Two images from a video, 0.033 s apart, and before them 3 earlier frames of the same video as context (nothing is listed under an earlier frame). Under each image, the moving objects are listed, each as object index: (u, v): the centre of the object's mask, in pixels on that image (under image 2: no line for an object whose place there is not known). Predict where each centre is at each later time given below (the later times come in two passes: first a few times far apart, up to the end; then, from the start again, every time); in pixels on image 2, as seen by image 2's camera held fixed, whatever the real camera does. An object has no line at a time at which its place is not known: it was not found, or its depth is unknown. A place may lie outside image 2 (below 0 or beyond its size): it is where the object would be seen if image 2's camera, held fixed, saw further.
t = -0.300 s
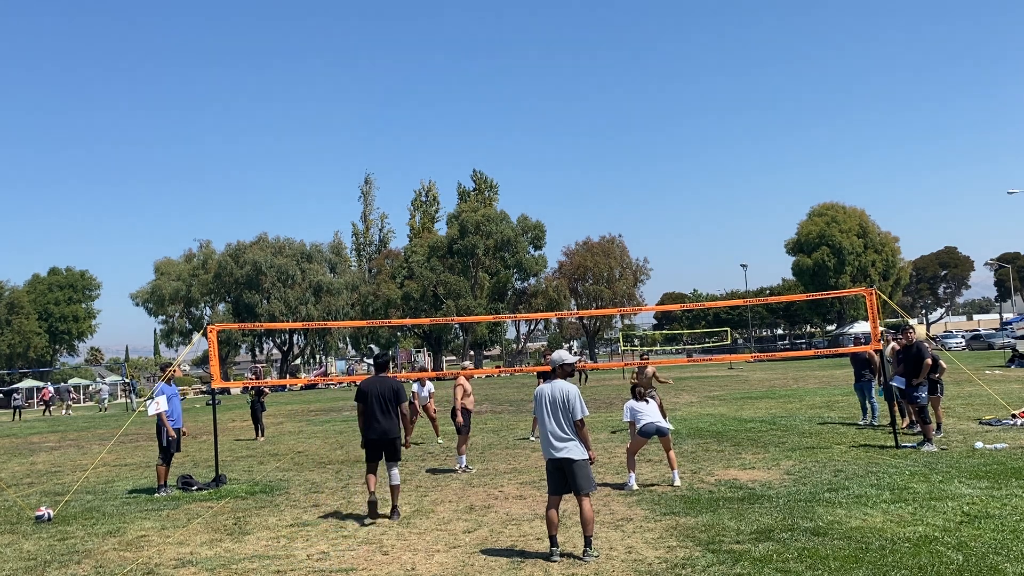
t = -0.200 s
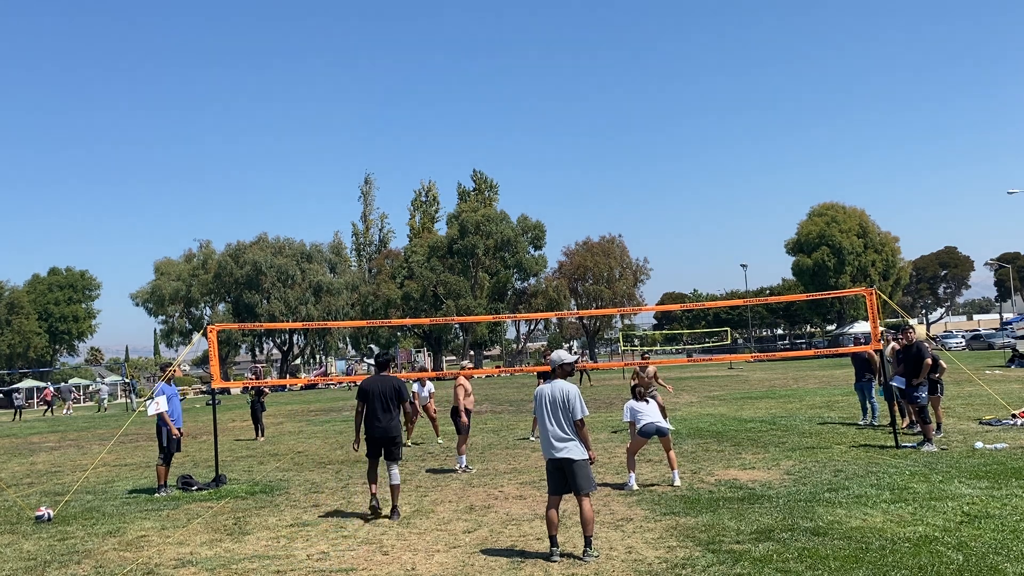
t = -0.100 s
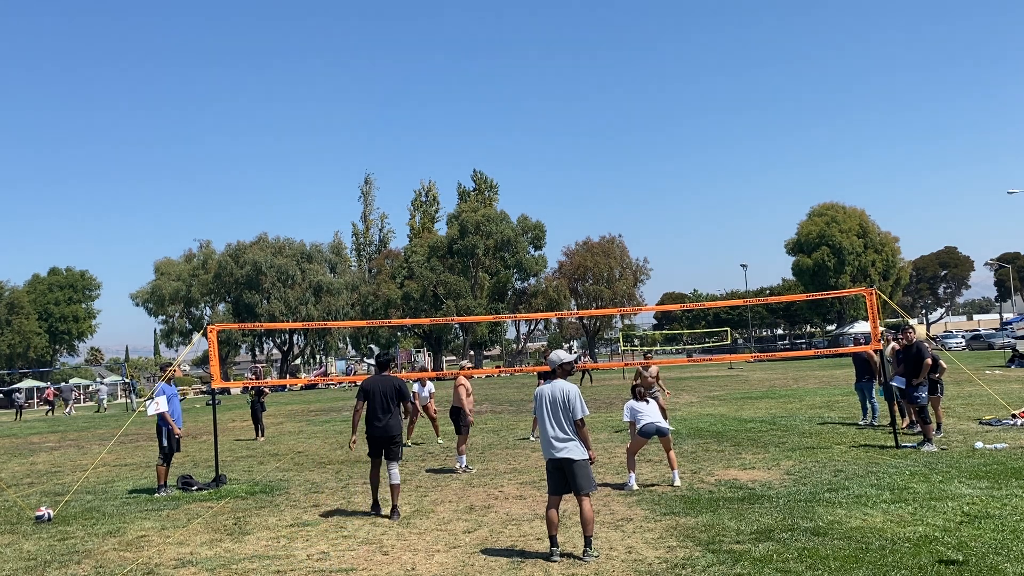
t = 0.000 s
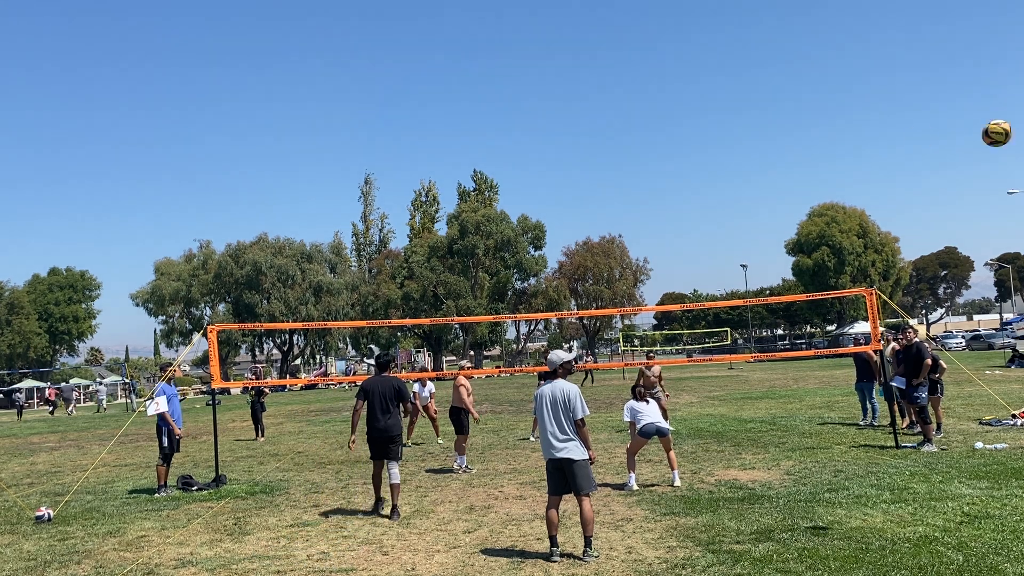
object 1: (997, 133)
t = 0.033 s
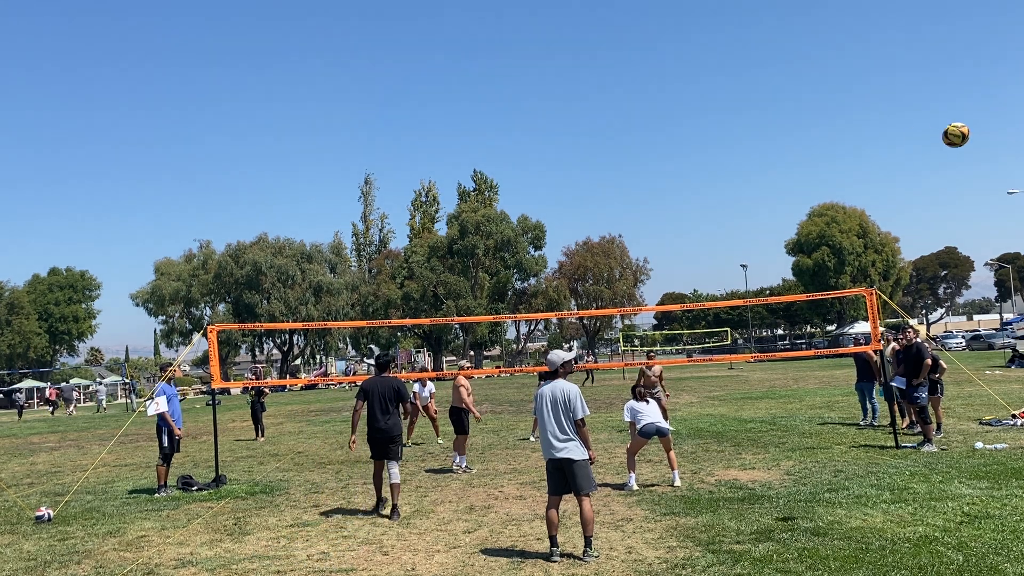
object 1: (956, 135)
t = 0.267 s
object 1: (771, 161)
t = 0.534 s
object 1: (665, 210)
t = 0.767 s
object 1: (616, 262)
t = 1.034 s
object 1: (581, 327)
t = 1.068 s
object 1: (578, 336)
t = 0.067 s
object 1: (920, 137)
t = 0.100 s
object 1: (888, 140)
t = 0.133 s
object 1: (860, 144)
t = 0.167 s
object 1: (834, 148)
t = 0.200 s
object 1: (812, 152)
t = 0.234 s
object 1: (790, 157)
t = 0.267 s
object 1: (771, 161)
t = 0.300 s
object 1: (754, 167)
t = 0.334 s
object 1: (738, 172)
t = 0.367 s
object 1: (723, 178)
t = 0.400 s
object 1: (709, 184)
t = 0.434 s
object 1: (696, 190)
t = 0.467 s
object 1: (685, 196)
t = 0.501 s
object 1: (674, 203)
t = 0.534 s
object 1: (665, 210)
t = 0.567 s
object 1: (656, 217)
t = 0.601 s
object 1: (648, 224)
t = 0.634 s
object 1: (640, 232)
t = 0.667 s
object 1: (634, 239)
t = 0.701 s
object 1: (627, 247)
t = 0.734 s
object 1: (622, 254)
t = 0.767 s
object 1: (616, 262)
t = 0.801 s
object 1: (610, 270)
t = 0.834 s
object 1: (605, 277)
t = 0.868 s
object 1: (601, 285)
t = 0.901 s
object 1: (596, 294)
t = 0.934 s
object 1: (592, 302)
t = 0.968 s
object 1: (588, 308)
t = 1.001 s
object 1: (584, 318)
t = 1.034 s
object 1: (581, 327)
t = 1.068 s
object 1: (578, 336)
